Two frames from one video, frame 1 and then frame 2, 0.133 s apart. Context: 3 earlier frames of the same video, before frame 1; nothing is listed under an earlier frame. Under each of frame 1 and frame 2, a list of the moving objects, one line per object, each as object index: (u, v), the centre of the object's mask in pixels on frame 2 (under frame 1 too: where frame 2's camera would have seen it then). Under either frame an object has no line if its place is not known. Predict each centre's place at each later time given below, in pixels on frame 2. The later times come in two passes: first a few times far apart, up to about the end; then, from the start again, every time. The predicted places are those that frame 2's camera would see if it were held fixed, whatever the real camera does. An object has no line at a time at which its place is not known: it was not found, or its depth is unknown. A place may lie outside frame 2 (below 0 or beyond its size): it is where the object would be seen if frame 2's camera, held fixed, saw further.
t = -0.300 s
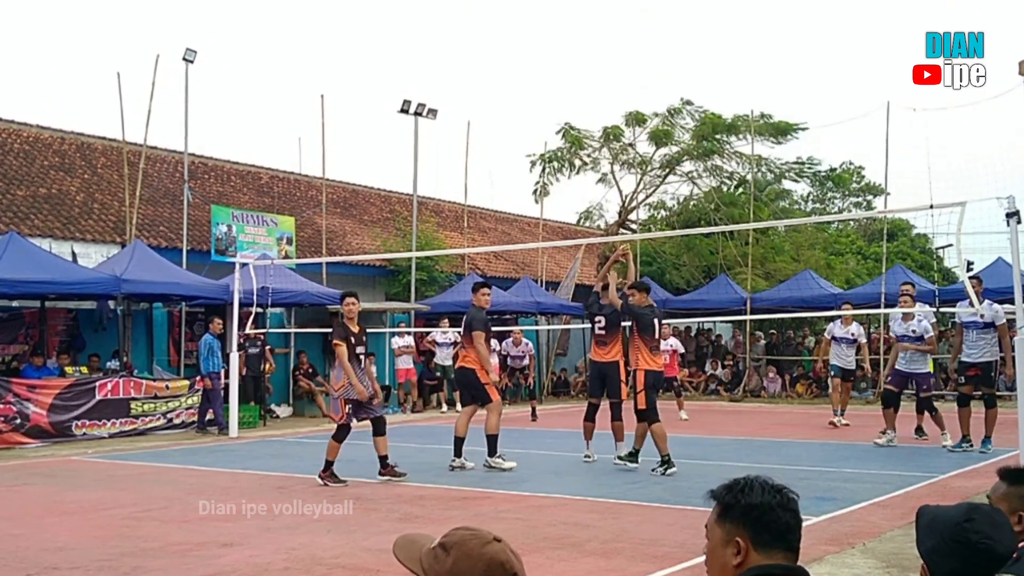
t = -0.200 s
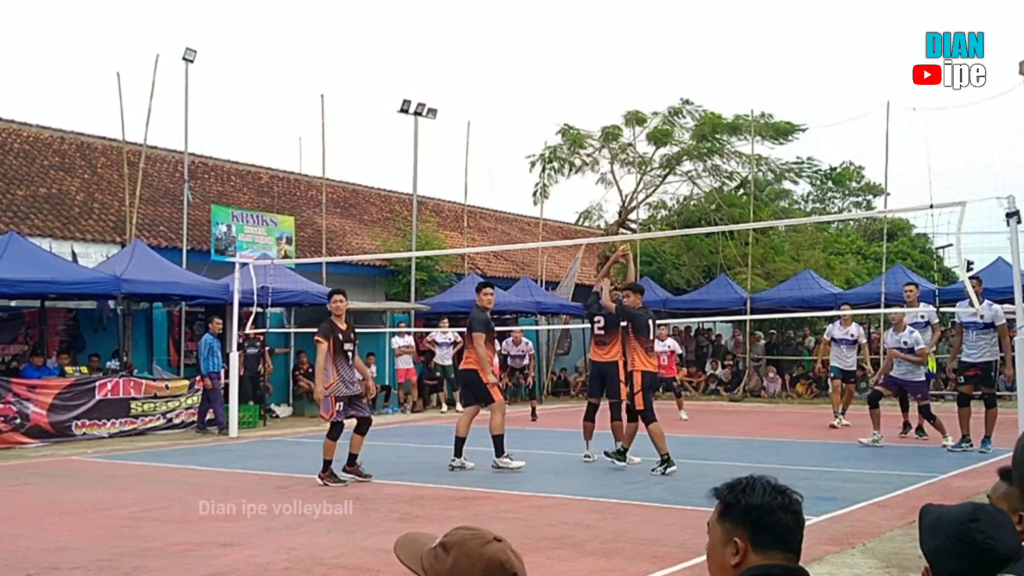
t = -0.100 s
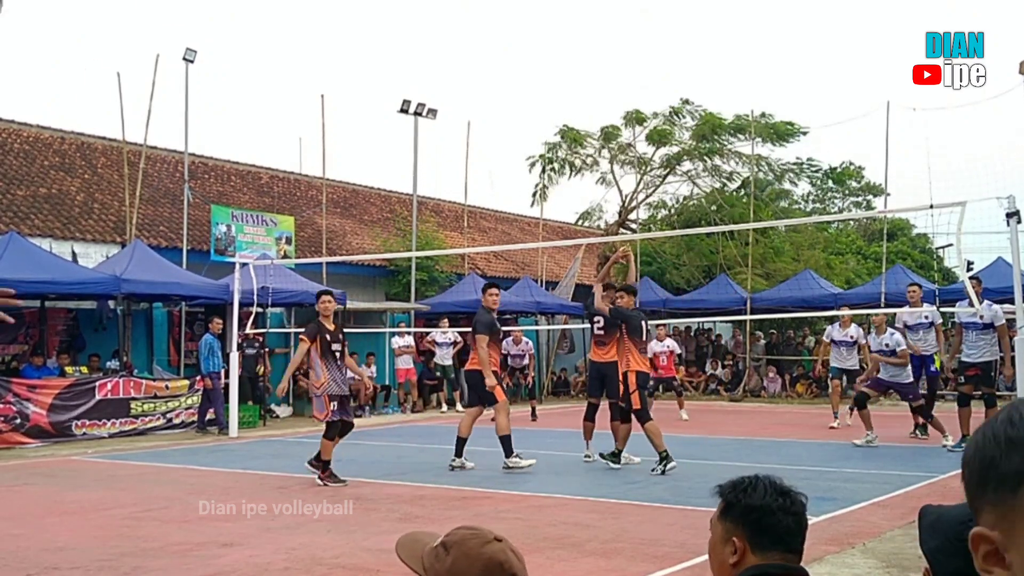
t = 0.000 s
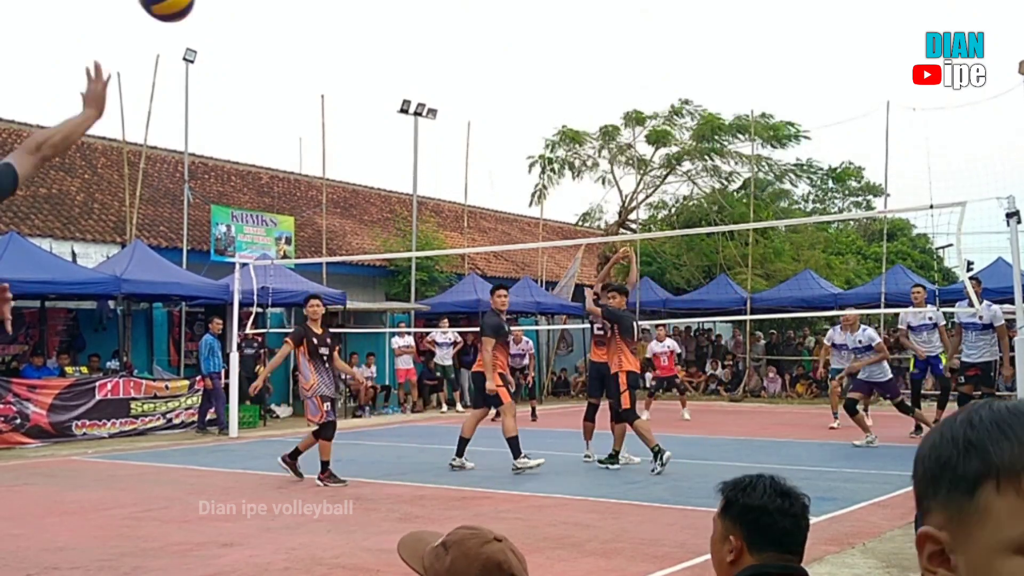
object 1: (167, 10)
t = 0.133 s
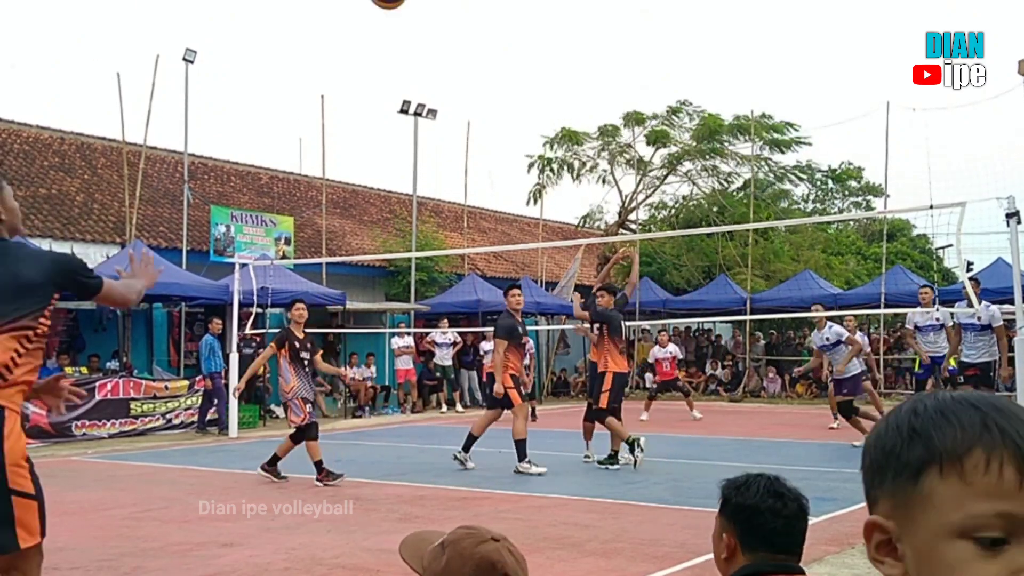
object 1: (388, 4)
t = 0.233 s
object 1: (487, 10)
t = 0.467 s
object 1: (624, 65)
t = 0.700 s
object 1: (700, 145)
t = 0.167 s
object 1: (425, 5)
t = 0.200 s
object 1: (458, 7)
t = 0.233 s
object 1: (487, 10)
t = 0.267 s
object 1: (513, 13)
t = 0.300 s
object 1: (537, 19)
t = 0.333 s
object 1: (558, 28)
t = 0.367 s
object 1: (577, 36)
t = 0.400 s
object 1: (594, 45)
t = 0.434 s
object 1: (609, 55)
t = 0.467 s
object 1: (624, 65)
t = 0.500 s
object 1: (637, 75)
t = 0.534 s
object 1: (649, 86)
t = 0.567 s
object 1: (661, 97)
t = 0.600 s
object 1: (672, 108)
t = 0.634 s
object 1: (682, 120)
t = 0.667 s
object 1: (693, 133)
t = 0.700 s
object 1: (700, 145)
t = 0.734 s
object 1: (708, 157)
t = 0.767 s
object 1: (716, 171)
